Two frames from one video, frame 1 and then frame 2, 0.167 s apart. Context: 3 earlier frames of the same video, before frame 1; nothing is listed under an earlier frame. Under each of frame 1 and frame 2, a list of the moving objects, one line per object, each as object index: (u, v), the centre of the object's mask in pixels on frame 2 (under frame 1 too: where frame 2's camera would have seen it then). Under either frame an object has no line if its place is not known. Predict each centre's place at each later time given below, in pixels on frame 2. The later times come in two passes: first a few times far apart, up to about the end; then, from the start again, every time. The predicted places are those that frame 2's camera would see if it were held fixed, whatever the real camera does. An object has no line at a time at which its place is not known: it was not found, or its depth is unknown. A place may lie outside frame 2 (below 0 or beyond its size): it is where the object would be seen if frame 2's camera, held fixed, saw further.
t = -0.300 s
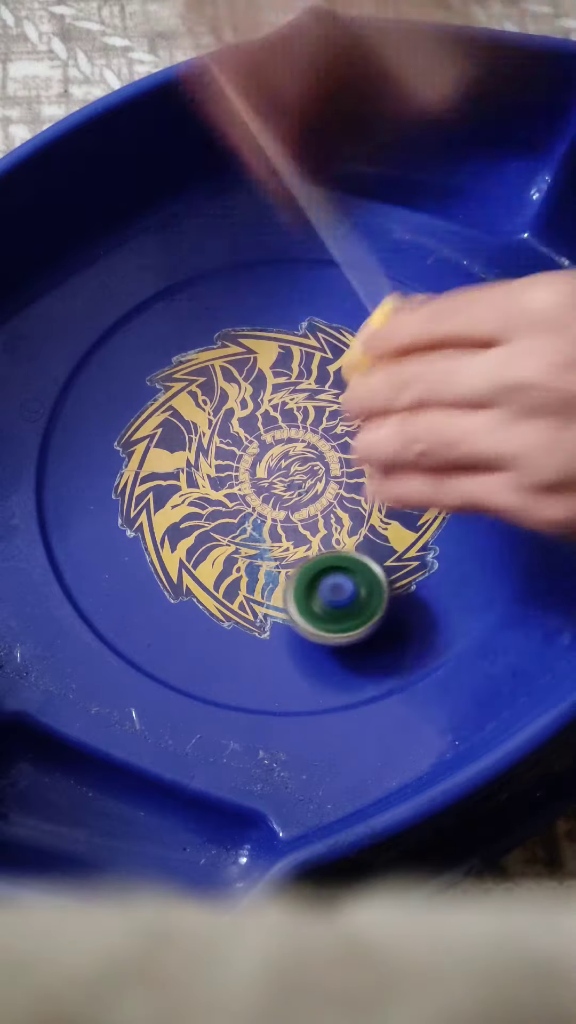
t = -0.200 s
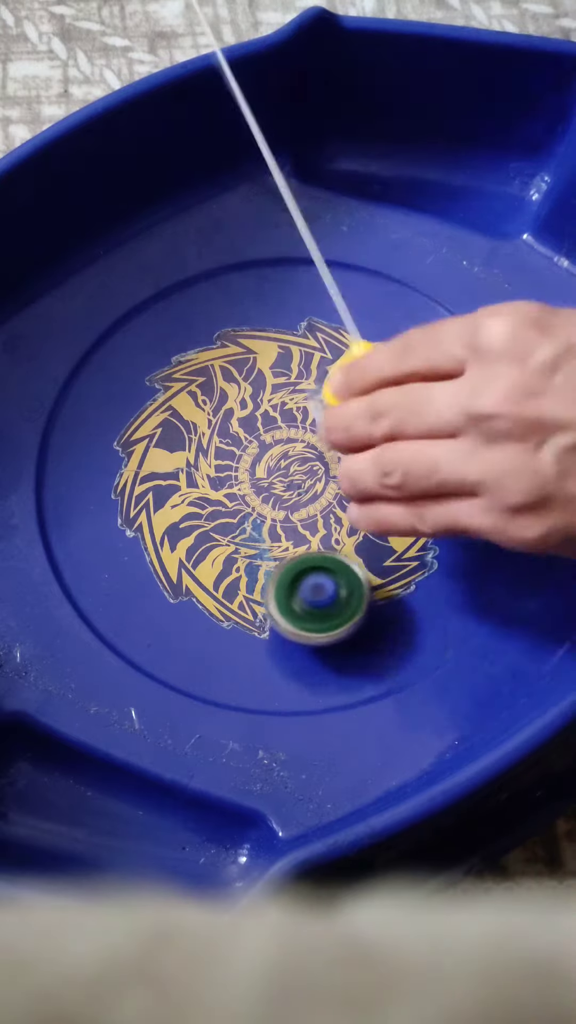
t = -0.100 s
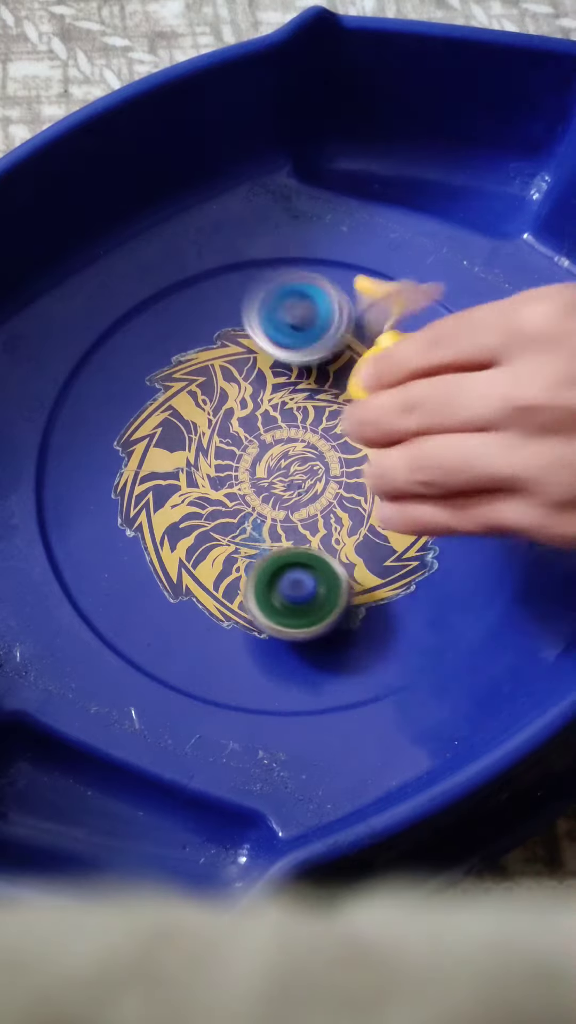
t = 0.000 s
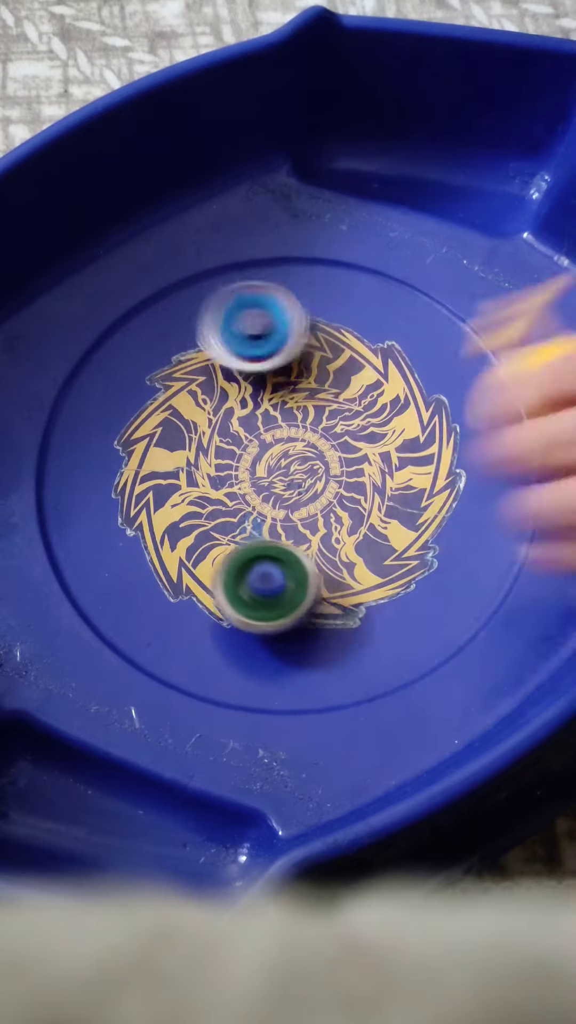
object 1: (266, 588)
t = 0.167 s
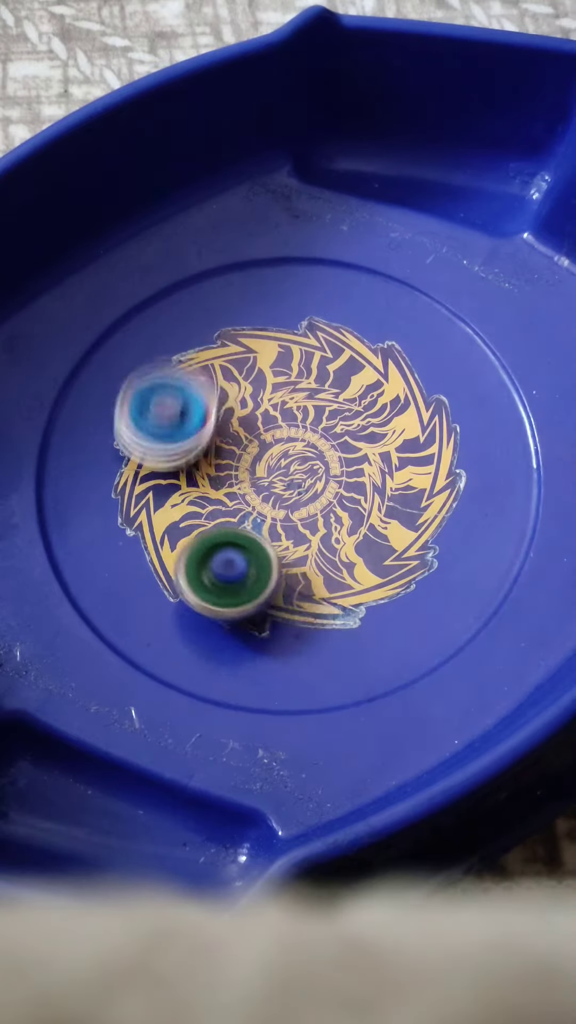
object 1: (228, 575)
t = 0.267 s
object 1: (228, 604)
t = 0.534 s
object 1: (375, 636)
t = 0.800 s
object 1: (371, 511)
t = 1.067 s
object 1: (420, 534)
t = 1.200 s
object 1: (466, 542)
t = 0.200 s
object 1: (223, 571)
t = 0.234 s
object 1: (218, 566)
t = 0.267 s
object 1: (228, 604)
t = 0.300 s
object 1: (242, 647)
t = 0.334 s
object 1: (256, 678)
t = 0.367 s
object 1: (273, 692)
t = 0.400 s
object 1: (296, 693)
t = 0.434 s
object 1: (323, 682)
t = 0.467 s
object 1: (346, 668)
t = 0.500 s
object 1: (363, 652)
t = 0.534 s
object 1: (375, 636)
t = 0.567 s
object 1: (382, 621)
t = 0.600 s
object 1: (387, 606)
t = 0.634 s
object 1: (389, 589)
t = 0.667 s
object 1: (387, 573)
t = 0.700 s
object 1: (385, 557)
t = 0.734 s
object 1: (381, 542)
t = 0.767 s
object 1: (376, 526)
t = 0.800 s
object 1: (371, 511)
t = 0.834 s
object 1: (364, 496)
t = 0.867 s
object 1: (356, 482)
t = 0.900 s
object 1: (348, 468)
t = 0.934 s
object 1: (339, 454)
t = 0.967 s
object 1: (335, 448)
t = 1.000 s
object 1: (368, 482)
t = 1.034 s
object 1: (396, 512)
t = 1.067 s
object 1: (420, 534)
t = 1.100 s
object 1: (437, 548)
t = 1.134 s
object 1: (449, 553)
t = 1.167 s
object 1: (457, 551)
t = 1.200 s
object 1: (466, 542)
